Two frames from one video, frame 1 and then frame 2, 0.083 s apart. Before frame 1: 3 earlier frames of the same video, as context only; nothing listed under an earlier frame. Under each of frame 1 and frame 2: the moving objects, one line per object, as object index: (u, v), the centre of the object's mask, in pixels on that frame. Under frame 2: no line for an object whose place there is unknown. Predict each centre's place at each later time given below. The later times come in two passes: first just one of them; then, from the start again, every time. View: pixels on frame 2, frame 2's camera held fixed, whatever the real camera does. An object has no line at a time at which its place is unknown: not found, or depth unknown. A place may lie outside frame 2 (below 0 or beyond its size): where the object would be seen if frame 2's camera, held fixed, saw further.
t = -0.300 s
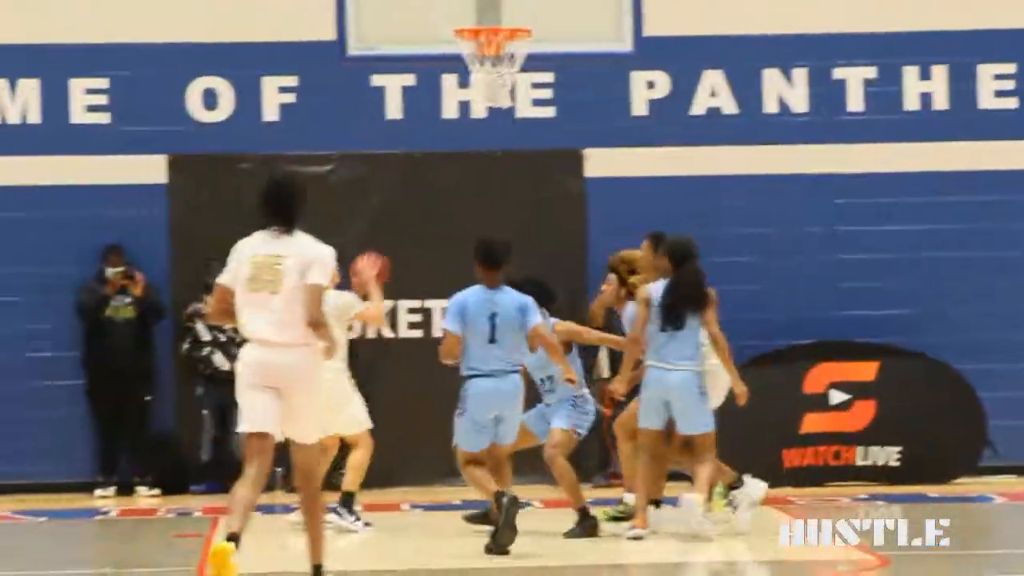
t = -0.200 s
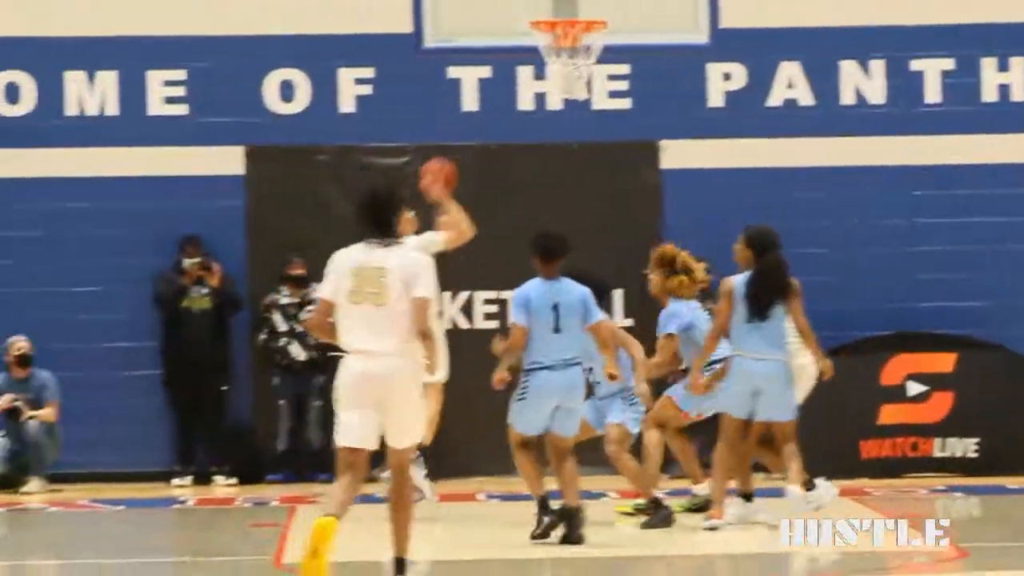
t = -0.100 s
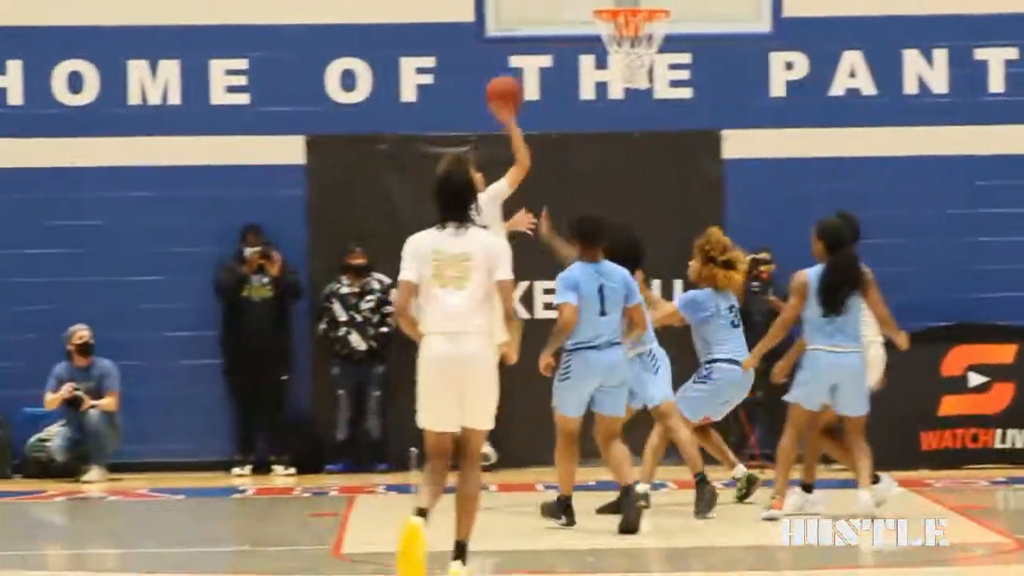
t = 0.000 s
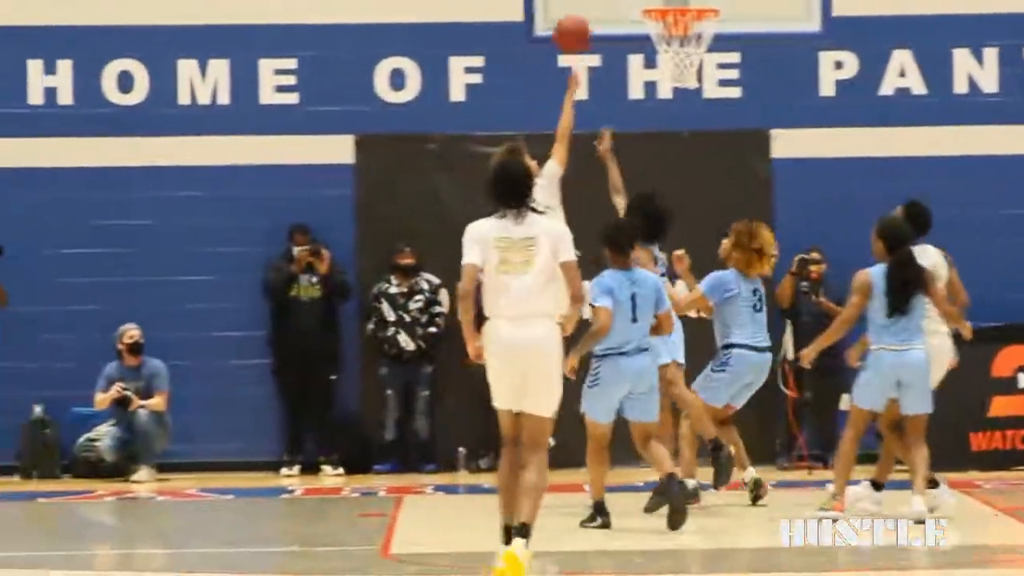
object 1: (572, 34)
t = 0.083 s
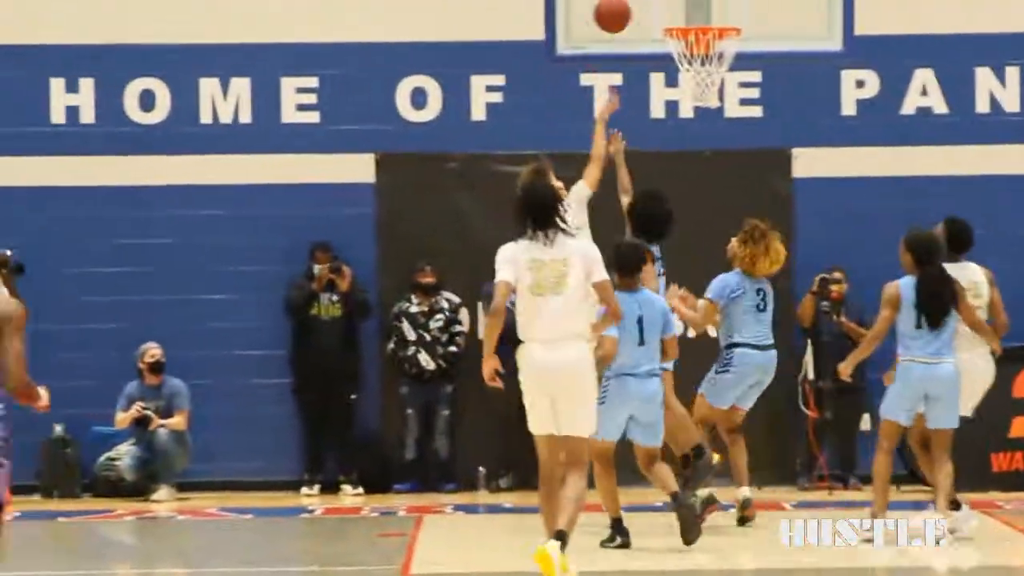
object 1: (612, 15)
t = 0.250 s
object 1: (651, -24)
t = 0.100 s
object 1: (616, 10)
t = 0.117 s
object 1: (620, 5)
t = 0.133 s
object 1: (624, 2)
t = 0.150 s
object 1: (628, -1)
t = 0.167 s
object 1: (631, -5)
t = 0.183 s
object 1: (635, -8)
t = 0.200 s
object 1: (639, -12)
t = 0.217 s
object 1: (643, -15)
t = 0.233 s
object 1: (647, -20)
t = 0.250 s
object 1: (651, -24)
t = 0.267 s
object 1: (654, -29)
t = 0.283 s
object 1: (657, -31)
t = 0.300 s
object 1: (660, -30)
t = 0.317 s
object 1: (663, -29)
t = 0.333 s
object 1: (666, -27)
